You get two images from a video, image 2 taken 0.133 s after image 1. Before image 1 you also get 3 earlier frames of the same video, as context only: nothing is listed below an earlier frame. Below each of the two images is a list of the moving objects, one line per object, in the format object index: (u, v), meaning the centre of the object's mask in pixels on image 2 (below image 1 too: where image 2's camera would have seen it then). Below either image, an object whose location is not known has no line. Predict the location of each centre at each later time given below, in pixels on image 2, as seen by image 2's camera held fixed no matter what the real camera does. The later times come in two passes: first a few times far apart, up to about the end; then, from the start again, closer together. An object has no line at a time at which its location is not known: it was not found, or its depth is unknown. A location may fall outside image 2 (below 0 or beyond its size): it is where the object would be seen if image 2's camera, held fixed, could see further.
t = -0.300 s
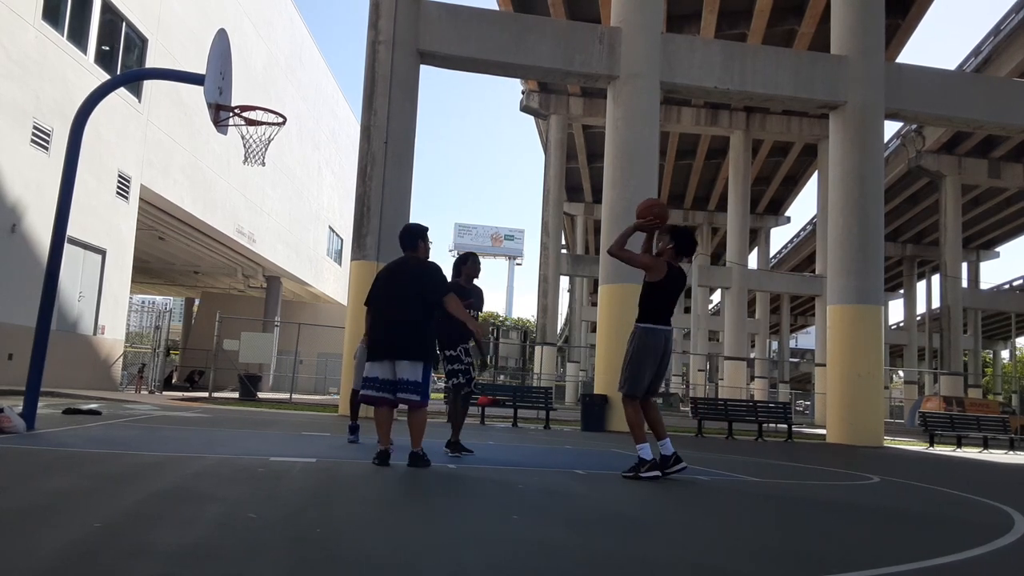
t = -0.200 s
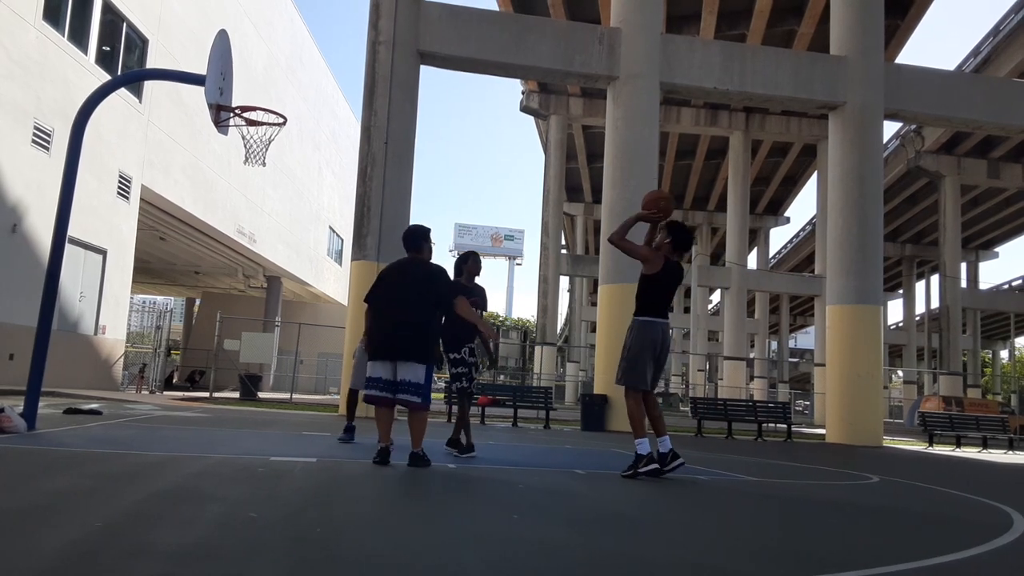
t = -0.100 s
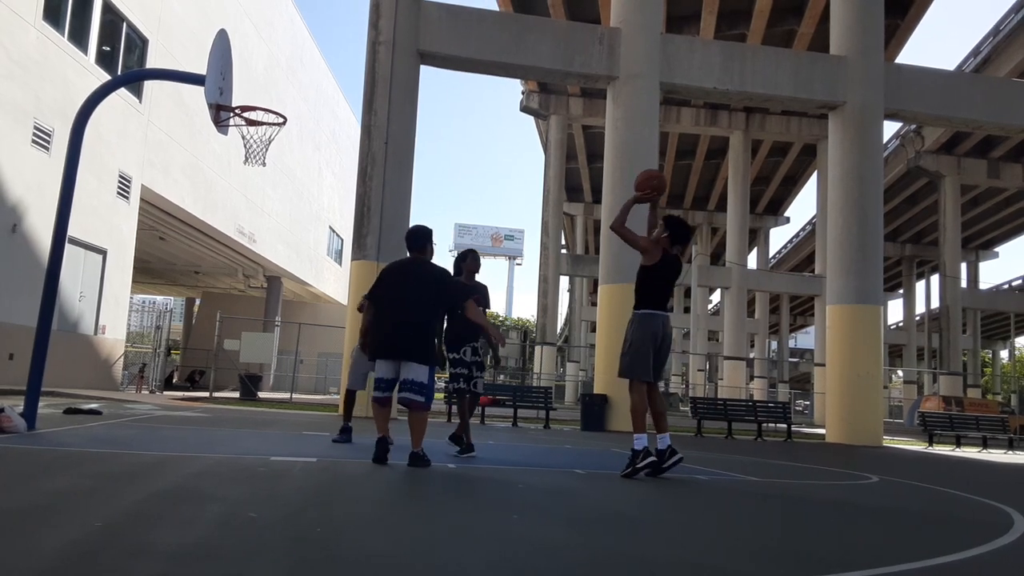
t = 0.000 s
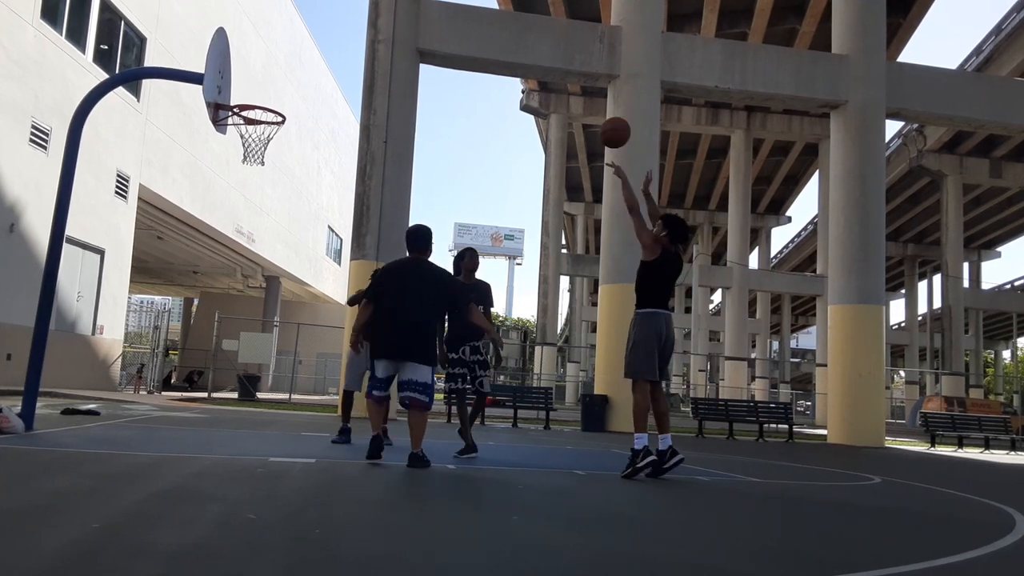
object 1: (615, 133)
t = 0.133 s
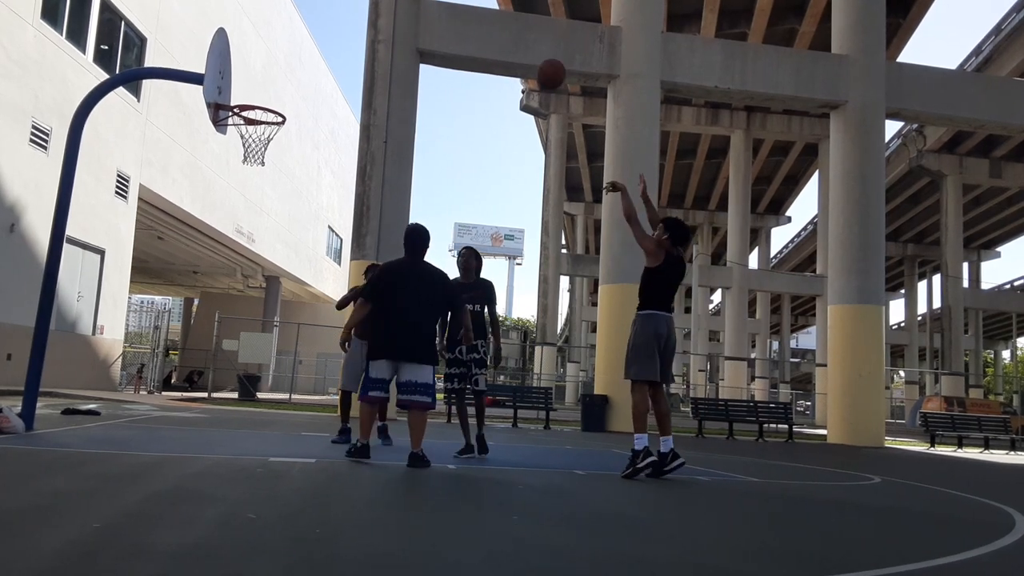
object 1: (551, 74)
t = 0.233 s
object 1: (505, 46)
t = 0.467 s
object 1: (407, 25)
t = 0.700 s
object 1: (314, 61)
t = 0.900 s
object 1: (250, 127)
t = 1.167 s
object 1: (266, 208)
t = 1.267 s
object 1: (269, 256)
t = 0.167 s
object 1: (536, 63)
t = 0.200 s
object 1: (520, 54)
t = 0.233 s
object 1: (505, 46)
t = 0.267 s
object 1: (491, 39)
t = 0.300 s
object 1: (476, 34)
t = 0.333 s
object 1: (462, 30)
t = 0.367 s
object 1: (448, 27)
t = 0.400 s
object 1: (434, 25)
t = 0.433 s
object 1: (420, 24)
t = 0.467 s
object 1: (407, 25)
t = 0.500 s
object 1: (393, 27)
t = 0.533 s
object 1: (379, 30)
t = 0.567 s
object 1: (366, 34)
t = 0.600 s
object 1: (353, 39)
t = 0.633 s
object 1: (340, 45)
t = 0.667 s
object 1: (327, 53)
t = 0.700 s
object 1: (314, 61)
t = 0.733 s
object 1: (301, 70)
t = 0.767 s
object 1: (289, 81)
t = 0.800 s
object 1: (276, 92)
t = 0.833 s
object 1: (263, 104)
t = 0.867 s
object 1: (251, 118)
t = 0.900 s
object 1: (250, 127)
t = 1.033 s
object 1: (258, 164)
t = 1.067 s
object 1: (260, 173)
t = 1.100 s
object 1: (262, 183)
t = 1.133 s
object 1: (264, 195)
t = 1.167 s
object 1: (266, 208)
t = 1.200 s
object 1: (267, 222)
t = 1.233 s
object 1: (268, 238)
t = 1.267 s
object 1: (269, 256)
